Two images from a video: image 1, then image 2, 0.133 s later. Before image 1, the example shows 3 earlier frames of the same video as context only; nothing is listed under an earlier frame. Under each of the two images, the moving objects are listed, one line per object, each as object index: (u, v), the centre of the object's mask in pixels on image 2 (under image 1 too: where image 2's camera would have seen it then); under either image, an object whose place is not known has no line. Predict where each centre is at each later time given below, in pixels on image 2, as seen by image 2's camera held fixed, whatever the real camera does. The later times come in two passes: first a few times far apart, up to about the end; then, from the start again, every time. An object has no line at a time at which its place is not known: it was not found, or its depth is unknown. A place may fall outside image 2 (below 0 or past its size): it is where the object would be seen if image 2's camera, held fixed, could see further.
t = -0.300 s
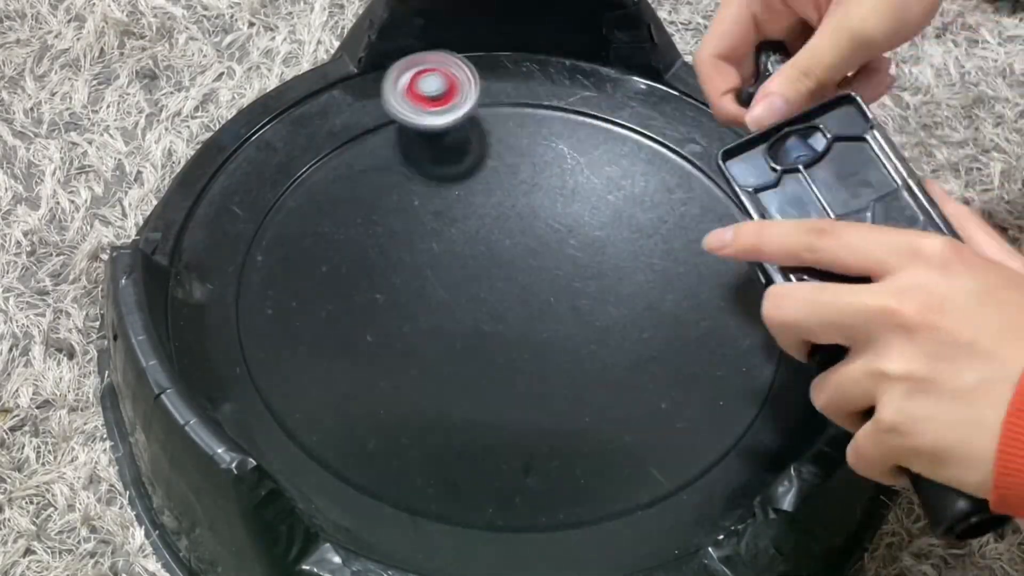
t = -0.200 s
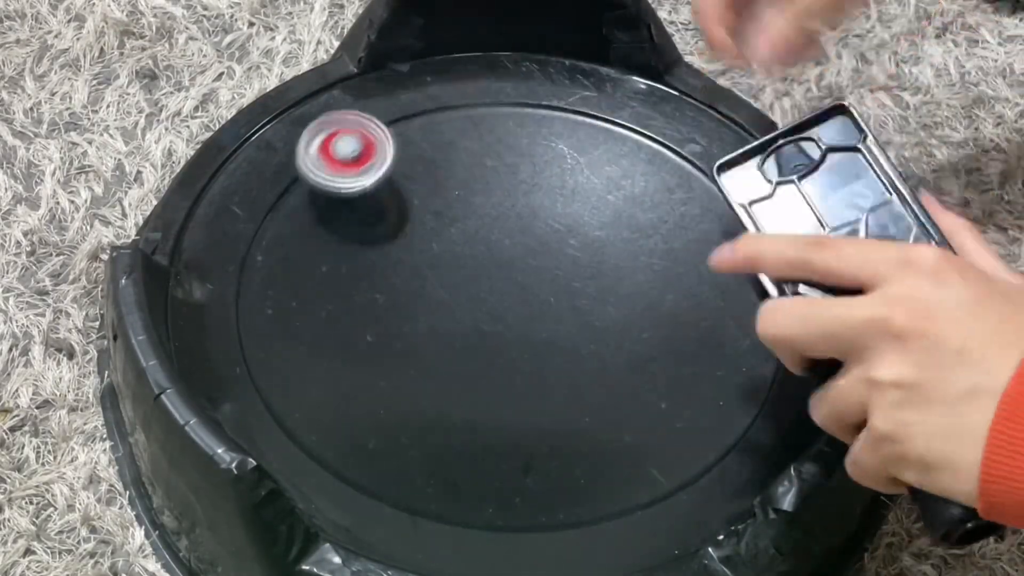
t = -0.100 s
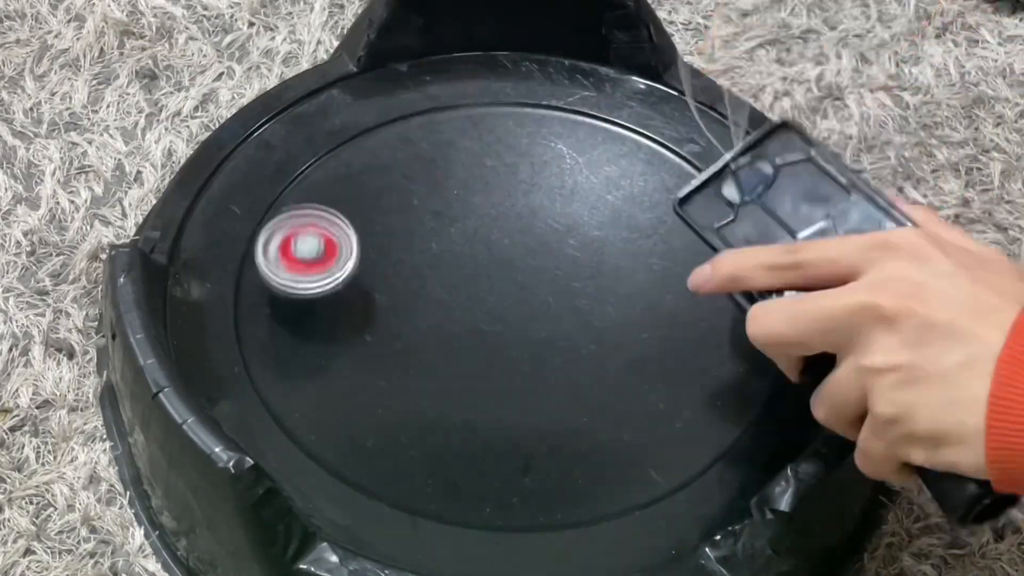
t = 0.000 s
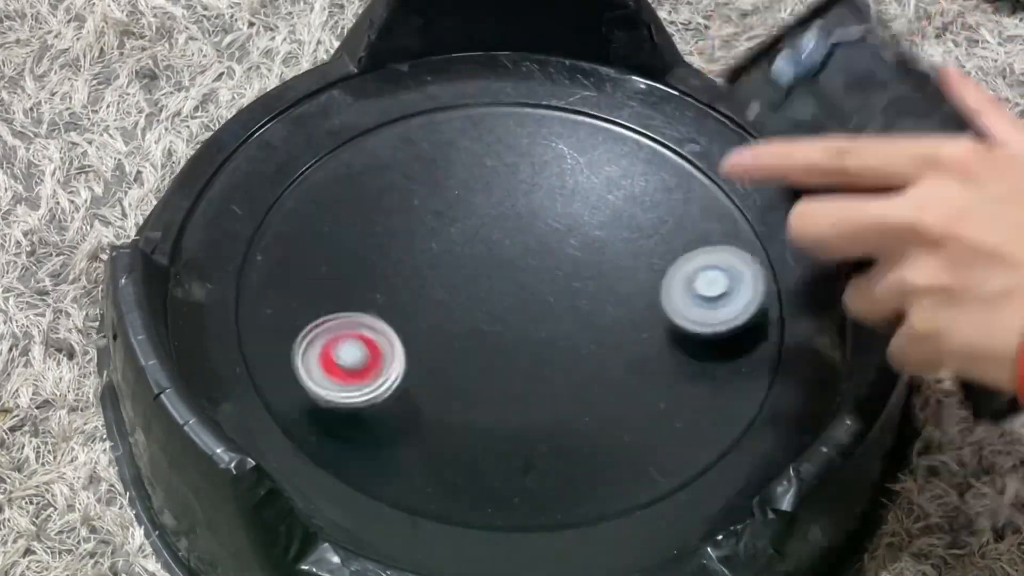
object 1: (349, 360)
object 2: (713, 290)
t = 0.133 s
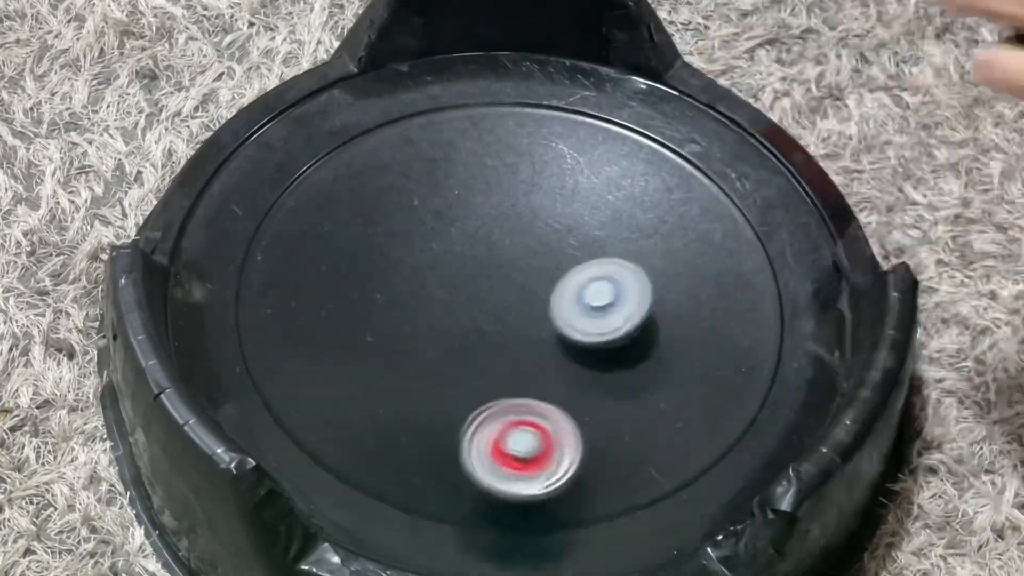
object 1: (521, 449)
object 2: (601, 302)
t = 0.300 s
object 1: (740, 396)
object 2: (472, 349)
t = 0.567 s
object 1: (690, 155)
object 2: (435, 414)
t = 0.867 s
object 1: (349, 196)
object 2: (673, 385)
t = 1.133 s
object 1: (394, 450)
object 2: (702, 345)
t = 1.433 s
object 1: (739, 365)
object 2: (606, 316)
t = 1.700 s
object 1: (584, 150)
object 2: (509, 364)
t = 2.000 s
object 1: (266, 218)
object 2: (516, 423)
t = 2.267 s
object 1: (380, 433)
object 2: (542, 394)
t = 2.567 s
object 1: (702, 316)
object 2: (459, 340)
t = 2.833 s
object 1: (559, 99)
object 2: (393, 338)
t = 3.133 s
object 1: (288, 177)
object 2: (406, 344)
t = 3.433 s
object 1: (465, 421)
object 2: (421, 295)
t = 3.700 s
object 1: (624, 457)
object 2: (490, 209)
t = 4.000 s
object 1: (651, 172)
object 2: (576, 309)
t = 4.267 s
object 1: (517, 122)
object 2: (489, 358)
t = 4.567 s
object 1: (345, 357)
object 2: (465, 252)
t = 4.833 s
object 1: (593, 382)
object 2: (578, 263)
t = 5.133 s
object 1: (536, 188)
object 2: (515, 352)
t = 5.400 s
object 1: (373, 241)
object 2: (462, 285)
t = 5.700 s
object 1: (577, 363)
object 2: (558, 288)
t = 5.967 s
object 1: (615, 329)
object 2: (508, 317)
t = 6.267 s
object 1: (505, 216)
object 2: (456, 299)
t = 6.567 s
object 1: (588, 245)
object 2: (485, 315)
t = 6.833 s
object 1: (422, 323)
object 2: (527, 286)
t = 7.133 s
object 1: (638, 253)
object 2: (464, 323)
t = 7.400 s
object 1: (503, 329)
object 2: (569, 273)
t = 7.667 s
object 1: (530, 230)
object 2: (461, 310)
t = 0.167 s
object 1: (573, 453)
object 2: (573, 308)
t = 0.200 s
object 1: (623, 450)
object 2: (546, 316)
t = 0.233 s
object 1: (670, 439)
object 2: (519, 326)
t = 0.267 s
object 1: (711, 423)
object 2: (494, 337)
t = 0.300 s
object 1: (740, 396)
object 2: (472, 349)
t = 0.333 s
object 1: (760, 363)
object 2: (451, 359)
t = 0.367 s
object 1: (774, 328)
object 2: (434, 370)
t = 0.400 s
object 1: (779, 290)
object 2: (421, 379)
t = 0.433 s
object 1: (775, 254)
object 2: (413, 387)
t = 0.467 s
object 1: (762, 222)
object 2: (410, 395)
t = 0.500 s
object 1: (743, 196)
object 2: (413, 402)
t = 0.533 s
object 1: (719, 174)
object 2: (421, 409)
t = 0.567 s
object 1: (690, 155)
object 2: (435, 414)
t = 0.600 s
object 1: (657, 140)
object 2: (453, 418)
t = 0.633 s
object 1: (618, 129)
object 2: (476, 421)
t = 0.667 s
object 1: (578, 122)
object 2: (502, 421)
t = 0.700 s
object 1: (535, 121)
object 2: (530, 418)
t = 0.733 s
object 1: (494, 125)
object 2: (561, 413)
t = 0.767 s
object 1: (452, 135)
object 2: (593, 407)
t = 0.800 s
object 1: (414, 150)
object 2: (626, 399)
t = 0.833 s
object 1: (379, 171)
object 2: (653, 391)
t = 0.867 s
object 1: (349, 196)
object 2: (673, 385)
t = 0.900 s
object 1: (325, 225)
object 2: (688, 379)
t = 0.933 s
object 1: (309, 257)
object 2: (698, 374)
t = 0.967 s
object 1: (302, 291)
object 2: (705, 368)
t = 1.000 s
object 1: (303, 327)
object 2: (708, 364)
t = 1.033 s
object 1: (314, 361)
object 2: (709, 359)
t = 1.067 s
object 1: (333, 394)
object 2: (708, 355)
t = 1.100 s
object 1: (360, 424)
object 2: (706, 350)
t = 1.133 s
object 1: (394, 450)
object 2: (702, 345)
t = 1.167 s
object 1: (433, 471)
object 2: (697, 340)
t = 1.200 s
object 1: (479, 481)
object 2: (691, 335)
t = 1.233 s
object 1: (531, 483)
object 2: (684, 330)
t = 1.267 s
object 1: (583, 479)
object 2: (674, 325)
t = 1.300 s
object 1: (632, 465)
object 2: (663, 321)
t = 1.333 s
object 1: (673, 445)
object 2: (650, 317)
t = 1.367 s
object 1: (705, 421)
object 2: (636, 315)
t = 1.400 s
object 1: (727, 394)
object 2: (621, 315)
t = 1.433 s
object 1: (739, 365)
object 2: (606, 316)
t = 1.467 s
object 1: (743, 333)
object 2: (591, 319)
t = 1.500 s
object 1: (739, 301)
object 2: (576, 323)
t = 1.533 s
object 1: (728, 270)
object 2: (562, 328)
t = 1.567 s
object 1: (712, 240)
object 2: (549, 334)
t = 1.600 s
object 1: (688, 212)
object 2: (536, 340)
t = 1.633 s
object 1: (658, 188)
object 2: (526, 348)
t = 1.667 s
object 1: (623, 168)
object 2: (517, 356)
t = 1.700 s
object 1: (584, 150)
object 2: (509, 364)
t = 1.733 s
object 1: (543, 138)
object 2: (502, 373)
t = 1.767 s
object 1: (501, 131)
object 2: (498, 382)
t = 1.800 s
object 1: (459, 129)
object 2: (496, 390)
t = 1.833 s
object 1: (419, 133)
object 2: (495, 398)
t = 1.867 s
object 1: (381, 142)
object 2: (497, 405)
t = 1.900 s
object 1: (345, 156)
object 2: (500, 412)
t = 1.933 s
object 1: (314, 173)
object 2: (505, 417)
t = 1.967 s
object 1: (287, 194)
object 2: (510, 421)
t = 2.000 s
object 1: (266, 218)
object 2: (516, 423)
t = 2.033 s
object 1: (251, 244)
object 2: (521, 424)
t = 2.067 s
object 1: (244, 272)
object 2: (527, 424)
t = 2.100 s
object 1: (249, 305)
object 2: (532, 422)
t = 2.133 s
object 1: (264, 338)
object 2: (537, 419)
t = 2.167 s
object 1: (284, 367)
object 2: (540, 414)
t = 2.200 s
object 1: (309, 393)
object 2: (543, 409)
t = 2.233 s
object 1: (341, 415)
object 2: (543, 401)
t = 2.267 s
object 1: (380, 433)
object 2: (542, 394)
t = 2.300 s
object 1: (423, 445)
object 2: (537, 386)
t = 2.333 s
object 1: (469, 452)
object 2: (531, 377)
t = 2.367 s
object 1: (515, 451)
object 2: (522, 368)
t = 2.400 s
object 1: (561, 443)
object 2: (512, 363)
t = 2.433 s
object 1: (603, 428)
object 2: (502, 359)
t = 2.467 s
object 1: (639, 407)
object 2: (492, 354)
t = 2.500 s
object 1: (669, 380)
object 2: (481, 349)
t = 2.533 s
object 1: (689, 348)
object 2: (470, 344)
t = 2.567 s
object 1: (702, 316)
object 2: (459, 340)
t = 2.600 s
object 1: (707, 281)
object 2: (449, 337)
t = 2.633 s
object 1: (703, 248)
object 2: (438, 335)
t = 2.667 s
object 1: (692, 216)
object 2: (428, 334)
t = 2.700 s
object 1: (674, 185)
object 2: (419, 333)
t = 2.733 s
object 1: (651, 159)
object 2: (411, 334)
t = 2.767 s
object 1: (623, 134)
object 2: (404, 335)
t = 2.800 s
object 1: (591, 114)
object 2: (398, 336)
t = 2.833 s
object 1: (559, 99)
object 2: (393, 338)
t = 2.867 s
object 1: (524, 89)
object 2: (390, 340)
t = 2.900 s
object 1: (490, 83)
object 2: (388, 342)
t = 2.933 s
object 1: (456, 81)
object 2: (388, 343)
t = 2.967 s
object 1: (423, 85)
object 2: (390, 345)
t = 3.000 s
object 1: (389, 93)
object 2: (393, 346)
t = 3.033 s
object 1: (356, 109)
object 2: (396, 347)
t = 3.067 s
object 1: (327, 130)
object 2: (399, 347)
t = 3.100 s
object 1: (304, 153)
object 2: (403, 346)
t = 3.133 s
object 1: (288, 177)
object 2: (406, 344)
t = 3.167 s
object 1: (279, 205)
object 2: (409, 340)
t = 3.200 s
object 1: (275, 235)
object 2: (412, 336)
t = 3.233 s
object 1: (279, 268)
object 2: (415, 332)
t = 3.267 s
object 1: (291, 300)
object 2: (418, 326)
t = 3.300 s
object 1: (312, 332)
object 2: (420, 321)
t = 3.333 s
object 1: (340, 361)
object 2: (423, 314)
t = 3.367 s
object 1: (376, 387)
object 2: (423, 308)
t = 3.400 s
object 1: (418, 408)
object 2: (422, 302)
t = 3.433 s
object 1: (465, 421)
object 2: (421, 295)
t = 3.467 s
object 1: (607, 419)
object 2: (416, 277)
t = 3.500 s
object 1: (750, 300)
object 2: (405, 259)
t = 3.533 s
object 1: (720, 165)
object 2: (401, 253)
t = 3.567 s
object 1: (584, 99)
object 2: (418, 250)
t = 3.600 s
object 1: (415, 136)
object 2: (449, 241)
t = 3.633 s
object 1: (326, 272)
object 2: (471, 223)
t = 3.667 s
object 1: (419, 421)
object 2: (481, 211)
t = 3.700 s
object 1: (624, 457)
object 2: (490, 209)
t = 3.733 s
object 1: (752, 365)
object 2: (506, 210)
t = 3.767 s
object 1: (725, 235)
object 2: (526, 219)
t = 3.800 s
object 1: (569, 152)
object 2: (553, 231)
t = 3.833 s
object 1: (385, 170)
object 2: (573, 241)
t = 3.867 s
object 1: (288, 327)
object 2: (595, 251)
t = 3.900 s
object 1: (407, 439)
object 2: (600, 263)
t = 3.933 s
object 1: (599, 432)
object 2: (605, 281)
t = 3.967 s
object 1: (695, 305)
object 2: (607, 295)
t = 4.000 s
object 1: (651, 172)
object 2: (576, 309)
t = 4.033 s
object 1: (498, 105)
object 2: (568, 336)
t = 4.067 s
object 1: (350, 146)
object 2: (569, 355)
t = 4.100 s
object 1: (300, 272)
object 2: (572, 362)
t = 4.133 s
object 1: (420, 401)
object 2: (560, 360)
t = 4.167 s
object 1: (627, 404)
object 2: (531, 363)
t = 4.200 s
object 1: (727, 284)
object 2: (511, 368)
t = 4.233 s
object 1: (669, 165)
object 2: (499, 366)
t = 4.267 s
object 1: (517, 122)
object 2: (489, 358)
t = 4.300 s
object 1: (372, 190)
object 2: (470, 349)
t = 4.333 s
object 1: (350, 330)
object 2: (451, 341)
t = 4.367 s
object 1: (490, 432)
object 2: (437, 335)
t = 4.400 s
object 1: (664, 407)
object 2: (439, 321)
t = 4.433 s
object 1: (717, 290)
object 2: (435, 300)
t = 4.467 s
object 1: (626, 183)
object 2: (433, 284)
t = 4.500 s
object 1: (460, 159)
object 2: (434, 275)
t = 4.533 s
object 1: (334, 234)
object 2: (451, 266)
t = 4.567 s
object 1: (345, 357)
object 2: (465, 252)
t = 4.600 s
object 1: (495, 426)
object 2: (473, 242)
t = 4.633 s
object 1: (645, 365)
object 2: (482, 239)
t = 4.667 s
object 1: (655, 236)
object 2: (497, 240)
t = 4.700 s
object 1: (536, 150)
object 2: (511, 239)
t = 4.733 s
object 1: (394, 161)
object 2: (523, 244)
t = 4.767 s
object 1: (332, 262)
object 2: (542, 256)
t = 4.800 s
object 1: (419, 373)
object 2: (565, 262)
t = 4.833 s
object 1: (593, 382)
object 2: (578, 263)
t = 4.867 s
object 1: (679, 280)
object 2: (578, 268)
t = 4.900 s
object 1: (623, 179)
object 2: (574, 281)
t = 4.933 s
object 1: (493, 155)
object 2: (569, 303)
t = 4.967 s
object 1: (386, 228)
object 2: (574, 322)
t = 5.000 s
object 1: (404, 346)
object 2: (574, 331)
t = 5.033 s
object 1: (543, 404)
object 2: (571, 331)
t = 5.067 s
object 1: (662, 348)
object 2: (552, 336)
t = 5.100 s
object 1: (652, 246)
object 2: (527, 344)
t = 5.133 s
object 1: (536, 188)
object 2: (515, 352)
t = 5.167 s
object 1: (410, 216)
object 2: (506, 352)
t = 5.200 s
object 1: (367, 307)
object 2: (492, 344)
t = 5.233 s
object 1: (451, 389)
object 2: (472, 325)
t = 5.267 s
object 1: (583, 373)
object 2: (452, 336)
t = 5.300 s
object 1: (629, 282)
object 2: (459, 328)
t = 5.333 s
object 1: (565, 199)
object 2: (461, 308)
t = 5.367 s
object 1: (450, 181)
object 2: (456, 292)
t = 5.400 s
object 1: (373, 241)
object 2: (462, 285)
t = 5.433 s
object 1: (403, 331)
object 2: (472, 273)
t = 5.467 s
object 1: (522, 367)
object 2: (480, 262)
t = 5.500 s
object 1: (621, 314)
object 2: (489, 255)
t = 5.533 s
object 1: (622, 227)
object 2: (500, 253)
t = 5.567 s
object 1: (550, 164)
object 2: (497, 263)
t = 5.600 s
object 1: (459, 159)
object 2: (503, 284)
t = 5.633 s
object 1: (410, 238)
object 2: (527, 291)
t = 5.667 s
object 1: (464, 328)
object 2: (549, 291)
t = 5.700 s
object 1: (577, 363)
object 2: (558, 288)
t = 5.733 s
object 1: (668, 317)
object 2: (568, 296)
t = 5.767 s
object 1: (655, 246)
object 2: (572, 299)
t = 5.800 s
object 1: (556, 219)
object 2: (563, 303)
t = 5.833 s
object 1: (456, 253)
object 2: (551, 314)
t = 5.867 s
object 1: (412, 324)
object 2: (543, 322)
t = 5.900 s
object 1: (461, 392)
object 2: (532, 327)
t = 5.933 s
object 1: (560, 387)
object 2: (520, 327)
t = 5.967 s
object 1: (615, 329)
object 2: (508, 317)
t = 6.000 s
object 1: (573, 263)
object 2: (502, 327)
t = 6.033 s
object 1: (484, 233)
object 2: (499, 330)
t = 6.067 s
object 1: (401, 250)
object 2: (495, 331)
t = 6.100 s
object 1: (388, 312)
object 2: (496, 326)
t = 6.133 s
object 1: (439, 356)
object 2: (515, 306)
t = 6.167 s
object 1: (520, 353)
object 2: (492, 287)
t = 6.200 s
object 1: (578, 314)
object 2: (467, 279)
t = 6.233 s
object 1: (569, 251)
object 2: (453, 288)
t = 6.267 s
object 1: (505, 216)
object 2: (456, 299)
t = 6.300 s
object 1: (441, 208)
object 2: (477, 318)
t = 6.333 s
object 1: (403, 236)
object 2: (504, 307)
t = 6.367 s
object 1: (425, 283)
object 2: (532, 287)
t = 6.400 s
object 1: (481, 310)
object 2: (539, 257)
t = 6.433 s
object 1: (542, 323)
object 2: (528, 243)
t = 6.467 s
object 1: (579, 290)
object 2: (508, 245)
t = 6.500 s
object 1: (589, 268)
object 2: (493, 260)
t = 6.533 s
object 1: (586, 254)
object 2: (489, 286)
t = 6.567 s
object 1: (588, 245)
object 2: (485, 315)
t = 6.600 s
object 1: (571, 251)
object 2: (508, 339)
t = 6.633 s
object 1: (558, 253)
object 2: (526, 361)
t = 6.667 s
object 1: (533, 269)
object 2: (554, 365)
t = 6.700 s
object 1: (504, 277)
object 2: (569, 360)
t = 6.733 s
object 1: (476, 294)
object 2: (577, 345)
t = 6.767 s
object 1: (407, 278)
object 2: (595, 332)
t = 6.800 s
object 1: (379, 303)
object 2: (565, 306)
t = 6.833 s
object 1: (422, 323)
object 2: (527, 286)
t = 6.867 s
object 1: (458, 322)
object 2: (510, 258)
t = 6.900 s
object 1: (499, 322)
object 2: (480, 235)
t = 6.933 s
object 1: (542, 301)
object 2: (455, 228)
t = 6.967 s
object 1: (544, 261)
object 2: (438, 230)
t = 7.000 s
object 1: (534, 246)
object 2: (429, 244)
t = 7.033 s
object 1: (574, 253)
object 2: (427, 257)
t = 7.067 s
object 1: (608, 245)
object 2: (455, 278)
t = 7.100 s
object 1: (601, 246)
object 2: (490, 296)
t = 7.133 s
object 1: (638, 253)
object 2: (464, 323)
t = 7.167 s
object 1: (626, 244)
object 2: (504, 353)
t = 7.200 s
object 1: (580, 268)
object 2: (552, 356)
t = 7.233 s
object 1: (539, 263)
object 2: (583, 390)
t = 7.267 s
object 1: (490, 293)
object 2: (614, 374)
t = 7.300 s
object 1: (472, 332)
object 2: (627, 351)
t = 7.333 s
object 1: (486, 355)
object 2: (617, 325)
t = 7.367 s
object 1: (515, 346)
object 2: (591, 302)
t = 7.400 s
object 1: (503, 329)
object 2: (569, 273)
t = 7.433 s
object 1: (465, 324)
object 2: (554, 228)
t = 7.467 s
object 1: (445, 328)
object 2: (482, 191)
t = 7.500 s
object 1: (450, 319)
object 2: (432, 208)
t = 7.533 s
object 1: (469, 293)
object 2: (415, 230)
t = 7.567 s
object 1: (520, 290)
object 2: (402, 241)
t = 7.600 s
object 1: (550, 260)
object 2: (409, 265)
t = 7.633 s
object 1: (552, 233)
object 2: (430, 289)
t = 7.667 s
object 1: (530, 230)
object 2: (461, 310)
